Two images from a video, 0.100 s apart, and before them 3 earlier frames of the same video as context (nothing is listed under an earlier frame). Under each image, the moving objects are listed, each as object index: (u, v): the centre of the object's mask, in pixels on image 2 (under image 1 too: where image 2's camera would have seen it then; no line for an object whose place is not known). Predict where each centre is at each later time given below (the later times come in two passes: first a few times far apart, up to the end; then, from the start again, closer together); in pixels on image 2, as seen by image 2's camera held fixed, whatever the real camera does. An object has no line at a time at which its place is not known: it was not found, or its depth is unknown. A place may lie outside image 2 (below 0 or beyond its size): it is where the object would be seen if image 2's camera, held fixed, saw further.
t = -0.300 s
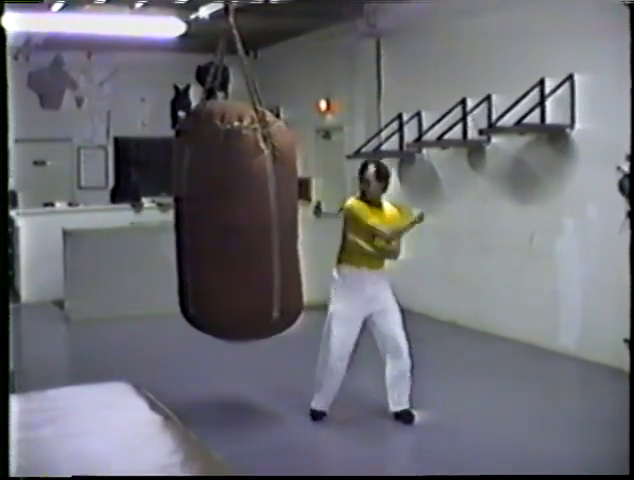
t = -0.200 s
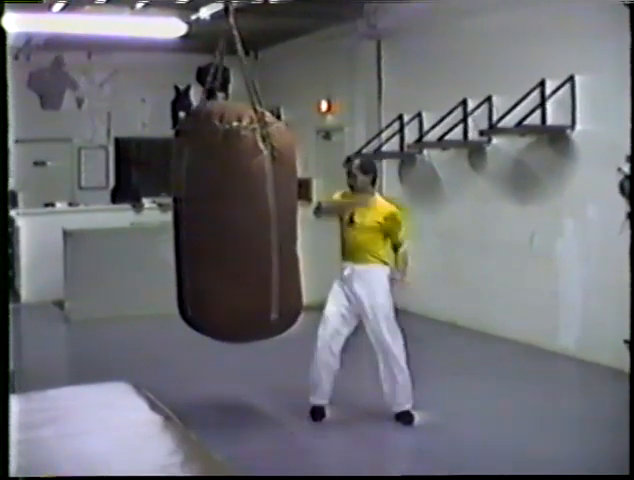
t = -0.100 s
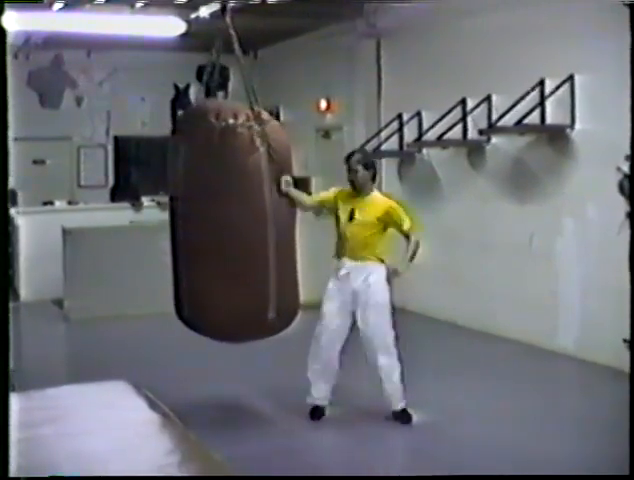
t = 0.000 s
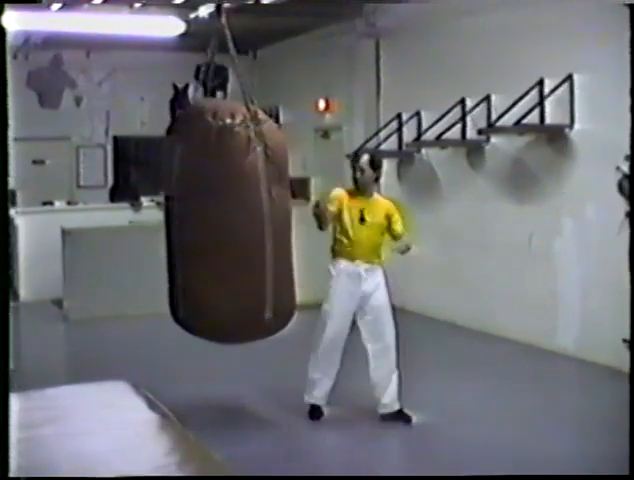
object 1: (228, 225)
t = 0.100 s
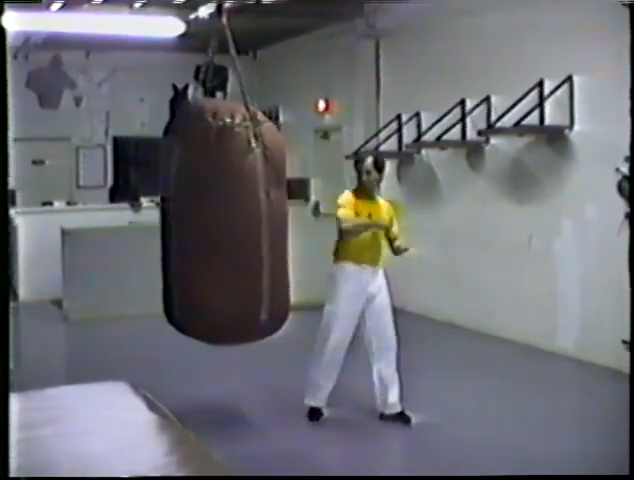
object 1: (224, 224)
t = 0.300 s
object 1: (218, 225)
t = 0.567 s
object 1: (208, 225)
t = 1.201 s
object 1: (213, 225)
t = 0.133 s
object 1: (224, 224)
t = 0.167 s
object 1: (222, 224)
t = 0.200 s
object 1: (221, 225)
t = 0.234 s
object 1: (220, 225)
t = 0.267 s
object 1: (219, 225)
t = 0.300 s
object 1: (218, 225)
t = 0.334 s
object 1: (216, 225)
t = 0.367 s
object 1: (214, 225)
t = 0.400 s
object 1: (213, 225)
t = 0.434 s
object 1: (212, 225)
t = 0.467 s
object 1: (212, 225)
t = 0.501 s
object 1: (209, 226)
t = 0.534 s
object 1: (209, 226)
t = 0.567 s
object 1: (208, 225)
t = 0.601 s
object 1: (208, 225)
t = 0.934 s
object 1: (208, 225)
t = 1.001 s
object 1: (210, 225)
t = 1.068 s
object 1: (211, 225)
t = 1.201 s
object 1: (213, 225)
